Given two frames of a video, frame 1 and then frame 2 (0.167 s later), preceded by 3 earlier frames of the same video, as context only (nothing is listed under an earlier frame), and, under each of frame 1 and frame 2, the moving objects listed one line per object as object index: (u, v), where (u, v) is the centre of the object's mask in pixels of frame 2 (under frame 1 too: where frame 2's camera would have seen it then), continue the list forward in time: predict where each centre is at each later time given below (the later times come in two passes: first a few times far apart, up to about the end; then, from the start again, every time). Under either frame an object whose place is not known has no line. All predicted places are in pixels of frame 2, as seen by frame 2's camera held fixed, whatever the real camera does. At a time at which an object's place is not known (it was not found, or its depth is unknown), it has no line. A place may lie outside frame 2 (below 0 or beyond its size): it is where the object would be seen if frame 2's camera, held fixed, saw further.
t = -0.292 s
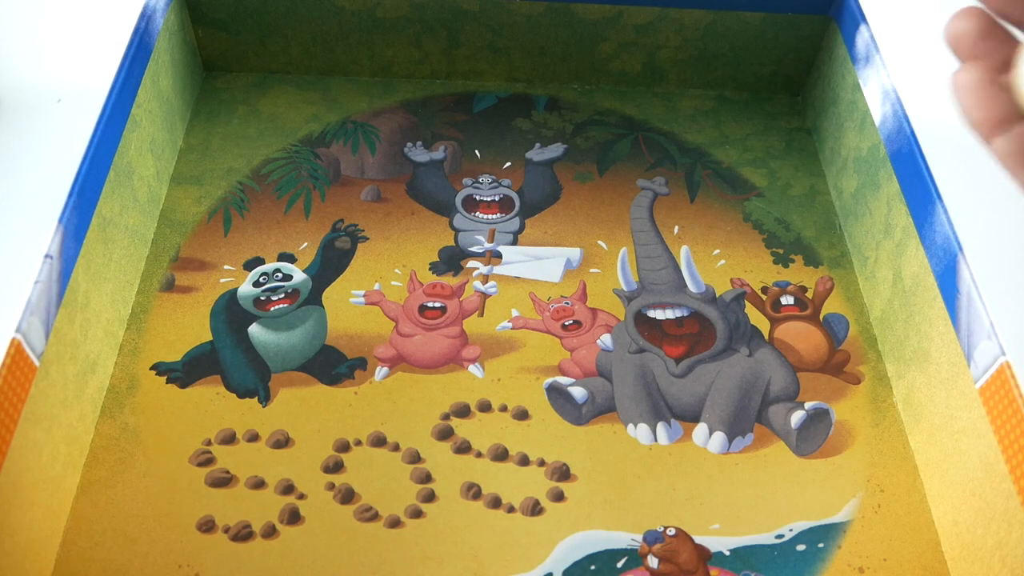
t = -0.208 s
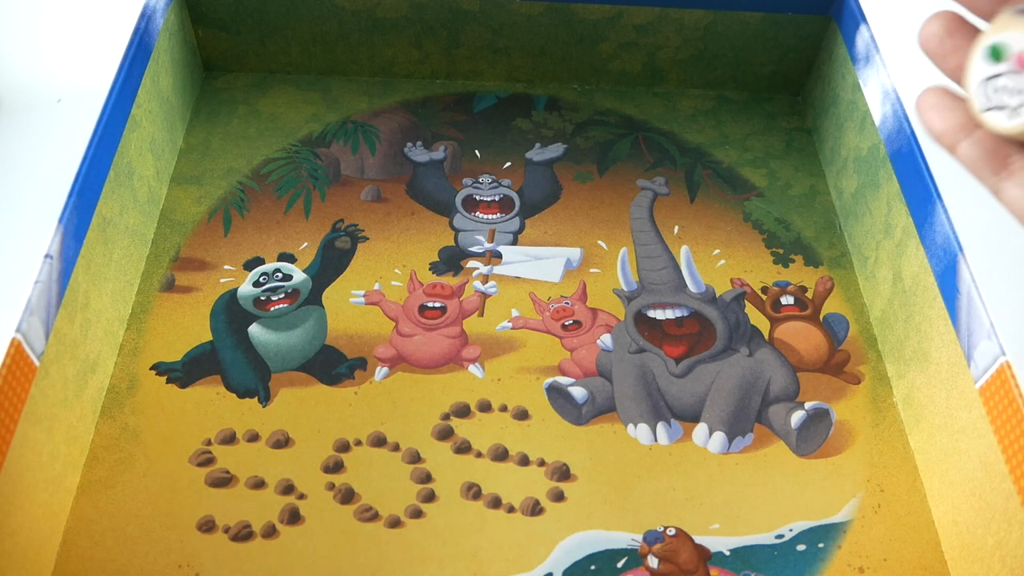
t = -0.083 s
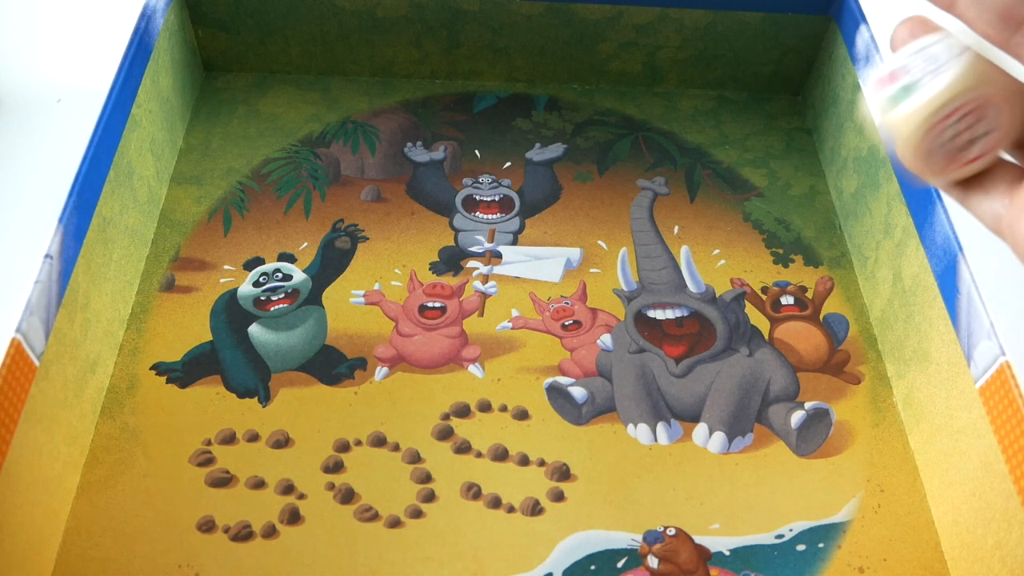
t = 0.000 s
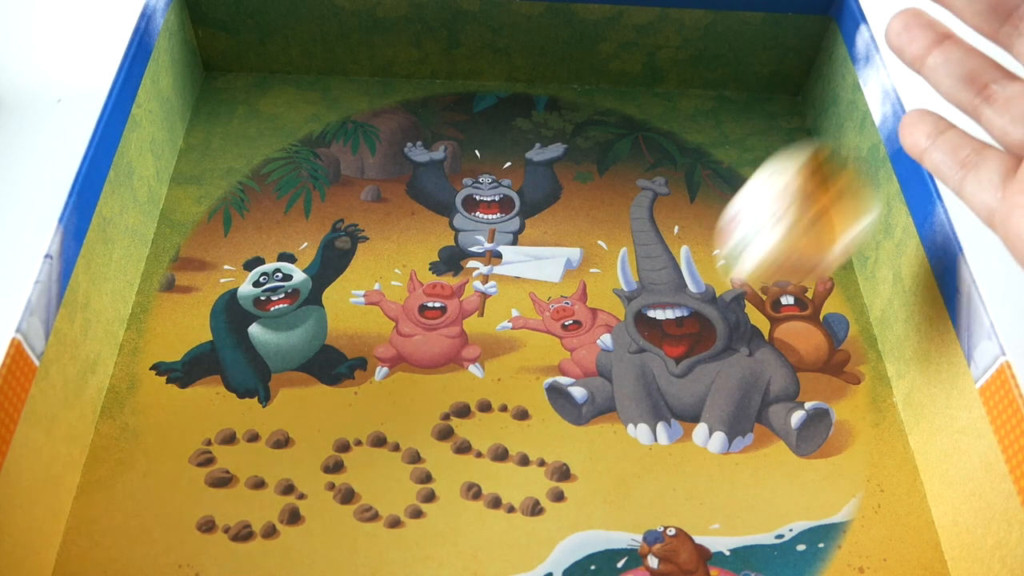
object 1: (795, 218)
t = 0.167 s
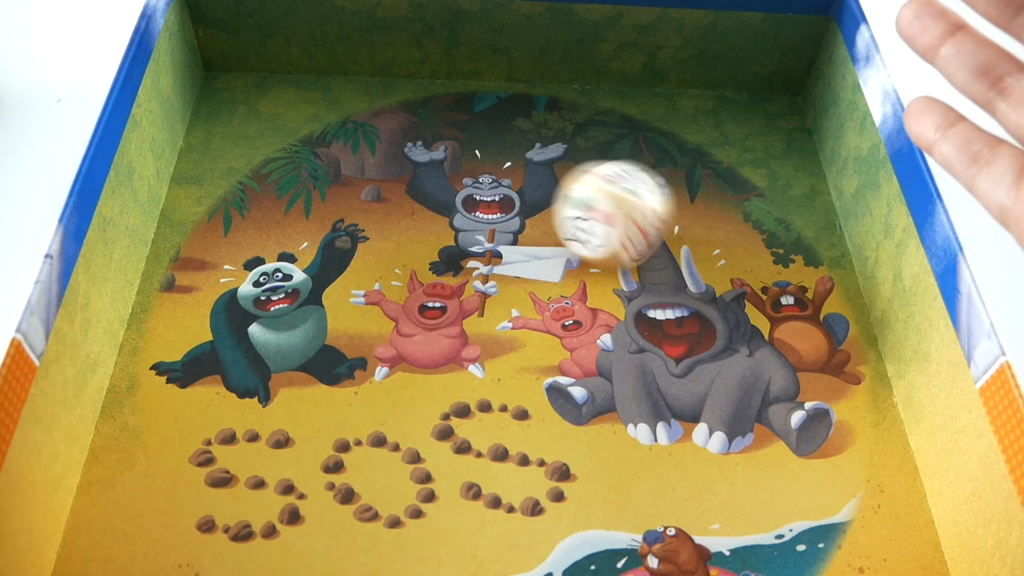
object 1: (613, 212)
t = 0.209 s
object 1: (578, 192)
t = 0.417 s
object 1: (373, 145)
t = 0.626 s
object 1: (229, 176)
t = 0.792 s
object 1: (194, 217)
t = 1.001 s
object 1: (185, 236)
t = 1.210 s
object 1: (185, 236)
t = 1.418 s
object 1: (185, 236)
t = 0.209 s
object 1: (578, 192)
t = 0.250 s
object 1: (531, 181)
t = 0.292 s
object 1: (494, 168)
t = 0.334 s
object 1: (451, 155)
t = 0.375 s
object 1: (413, 146)
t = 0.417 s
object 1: (373, 145)
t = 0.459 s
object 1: (337, 143)
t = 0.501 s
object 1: (307, 151)
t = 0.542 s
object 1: (277, 159)
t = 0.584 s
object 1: (249, 167)
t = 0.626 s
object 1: (229, 176)
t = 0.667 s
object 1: (212, 186)
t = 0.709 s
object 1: (197, 194)
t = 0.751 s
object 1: (194, 206)
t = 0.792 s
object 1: (194, 217)
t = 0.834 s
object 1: (193, 229)
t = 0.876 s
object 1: (189, 236)
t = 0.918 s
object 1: (185, 237)
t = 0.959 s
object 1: (185, 236)
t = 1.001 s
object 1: (185, 236)
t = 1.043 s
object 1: (185, 236)
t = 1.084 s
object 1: (185, 236)
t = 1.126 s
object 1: (185, 236)
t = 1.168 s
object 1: (185, 236)
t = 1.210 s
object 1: (185, 236)
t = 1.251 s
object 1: (185, 236)
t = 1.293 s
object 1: (185, 236)
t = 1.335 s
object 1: (185, 236)
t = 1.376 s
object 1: (185, 236)
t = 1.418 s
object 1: (185, 236)
